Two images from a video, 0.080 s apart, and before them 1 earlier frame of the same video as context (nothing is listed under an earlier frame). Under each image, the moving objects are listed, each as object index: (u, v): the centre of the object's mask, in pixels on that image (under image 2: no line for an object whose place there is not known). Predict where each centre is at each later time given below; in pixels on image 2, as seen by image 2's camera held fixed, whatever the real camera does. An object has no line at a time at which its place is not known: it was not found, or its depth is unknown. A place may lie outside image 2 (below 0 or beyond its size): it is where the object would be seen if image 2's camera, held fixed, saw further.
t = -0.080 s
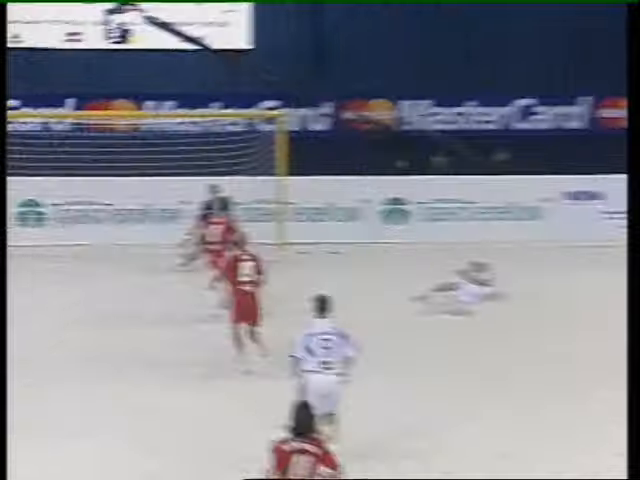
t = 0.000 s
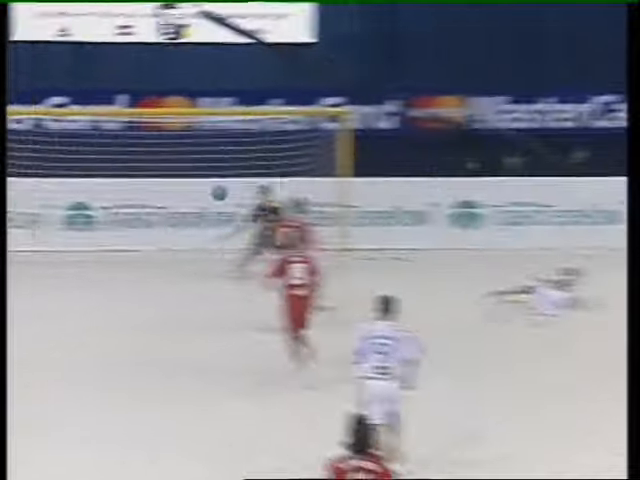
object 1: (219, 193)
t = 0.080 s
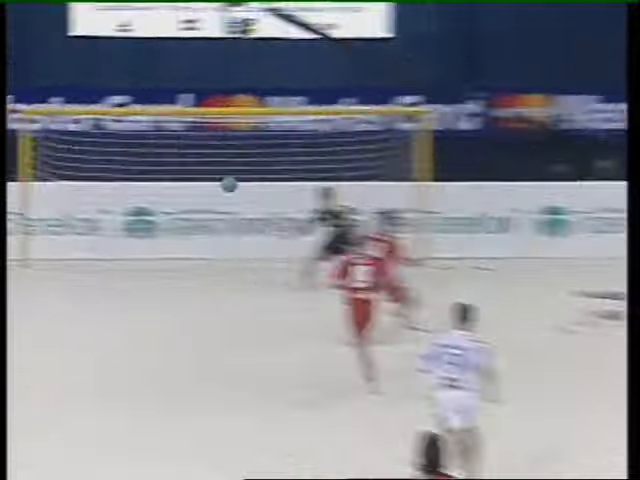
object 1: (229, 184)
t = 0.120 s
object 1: (201, 179)
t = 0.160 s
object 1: (174, 177)
